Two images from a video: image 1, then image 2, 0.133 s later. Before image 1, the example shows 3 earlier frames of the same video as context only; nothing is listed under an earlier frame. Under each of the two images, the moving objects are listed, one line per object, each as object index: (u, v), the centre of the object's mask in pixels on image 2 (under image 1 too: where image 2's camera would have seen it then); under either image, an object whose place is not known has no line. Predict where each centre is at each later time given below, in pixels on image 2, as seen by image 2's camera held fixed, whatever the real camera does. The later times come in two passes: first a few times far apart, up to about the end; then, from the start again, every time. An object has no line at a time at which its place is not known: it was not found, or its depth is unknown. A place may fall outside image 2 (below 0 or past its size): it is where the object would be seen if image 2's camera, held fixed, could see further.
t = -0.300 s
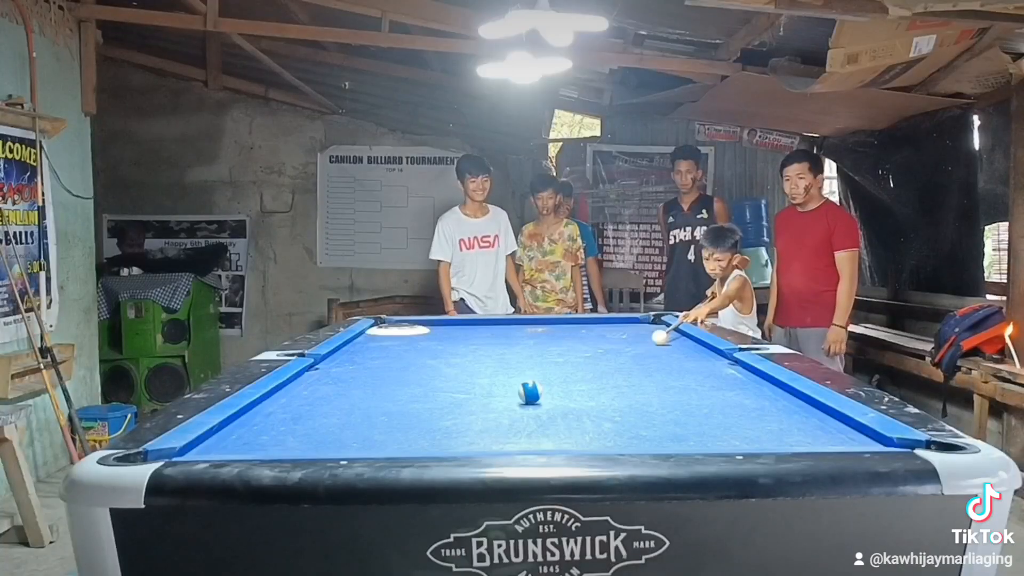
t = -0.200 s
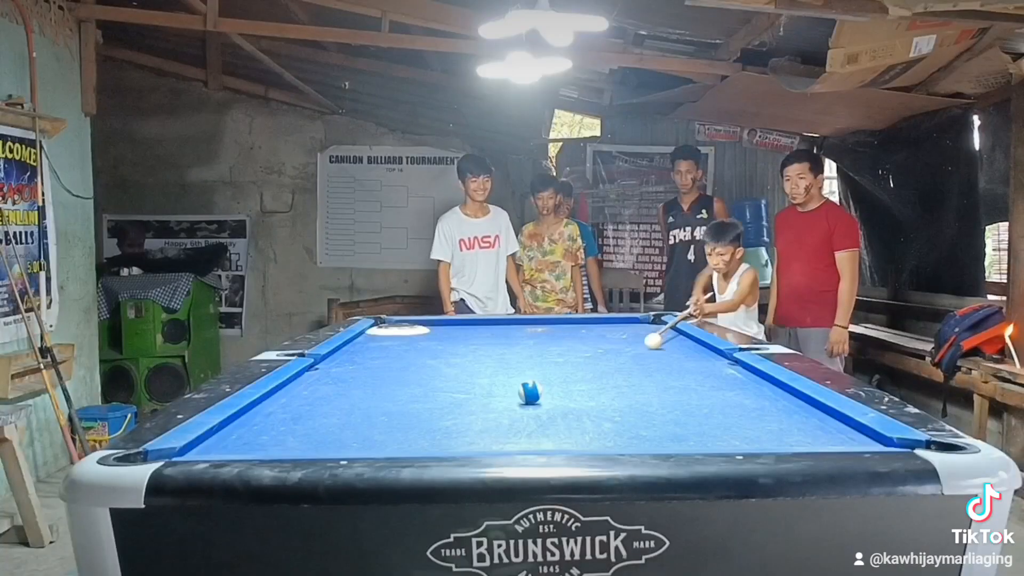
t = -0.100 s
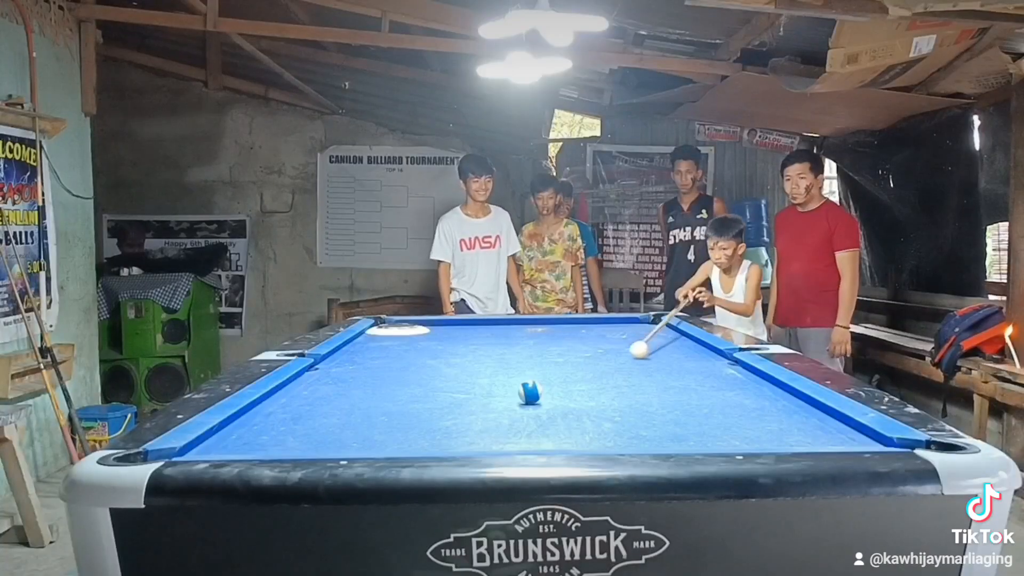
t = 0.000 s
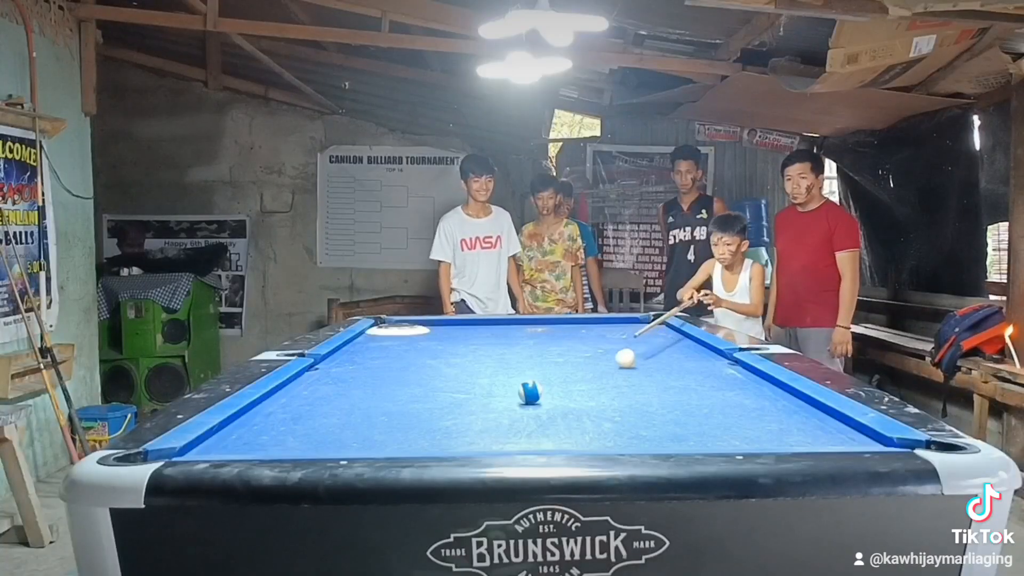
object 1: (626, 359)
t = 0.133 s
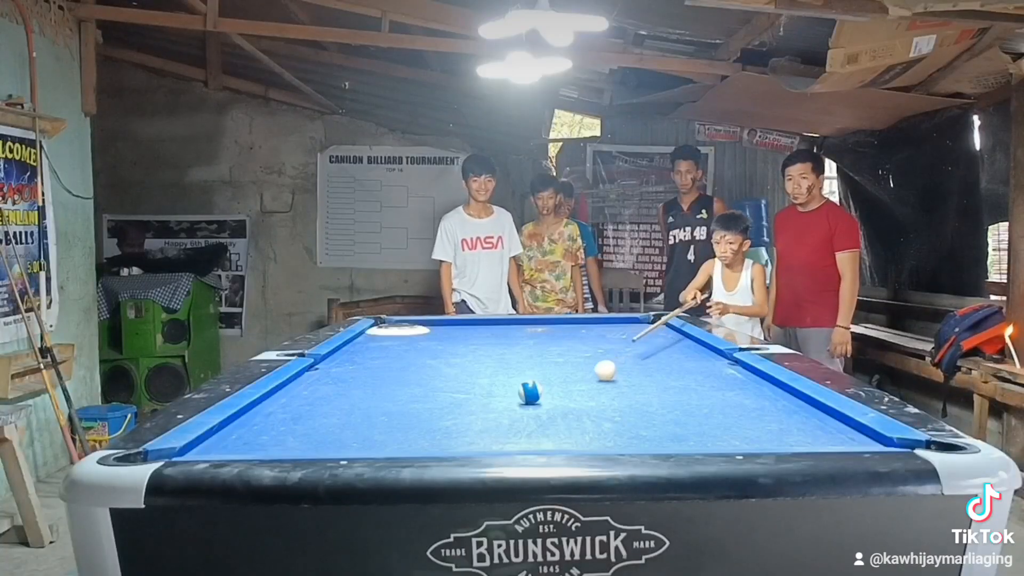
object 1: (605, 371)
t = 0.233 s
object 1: (588, 381)
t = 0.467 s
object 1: (535, 414)
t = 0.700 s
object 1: (457, 444)
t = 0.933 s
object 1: (389, 423)
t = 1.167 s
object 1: (338, 402)
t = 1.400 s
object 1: (298, 386)
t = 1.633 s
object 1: (334, 374)
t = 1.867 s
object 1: (375, 365)
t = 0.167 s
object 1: (600, 374)
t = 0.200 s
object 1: (594, 378)
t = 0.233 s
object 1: (588, 381)
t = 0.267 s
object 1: (582, 385)
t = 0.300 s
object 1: (575, 389)
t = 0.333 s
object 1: (567, 393)
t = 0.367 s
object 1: (560, 398)
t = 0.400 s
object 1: (552, 403)
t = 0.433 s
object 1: (544, 408)
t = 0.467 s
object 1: (535, 414)
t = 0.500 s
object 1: (525, 419)
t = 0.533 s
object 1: (516, 425)
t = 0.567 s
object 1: (506, 432)
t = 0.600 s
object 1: (494, 437)
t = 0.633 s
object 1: (482, 441)
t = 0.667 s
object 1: (470, 445)
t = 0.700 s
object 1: (457, 444)
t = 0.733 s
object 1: (446, 442)
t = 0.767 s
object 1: (435, 439)
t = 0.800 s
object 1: (425, 437)
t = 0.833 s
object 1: (415, 433)
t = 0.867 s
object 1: (406, 430)
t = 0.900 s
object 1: (398, 426)
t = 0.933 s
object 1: (389, 423)
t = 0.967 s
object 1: (381, 419)
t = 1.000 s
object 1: (373, 416)
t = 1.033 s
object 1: (366, 413)
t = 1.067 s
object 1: (359, 410)
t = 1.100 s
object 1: (352, 407)
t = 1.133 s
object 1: (345, 405)
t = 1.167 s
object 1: (338, 402)
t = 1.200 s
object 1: (332, 399)
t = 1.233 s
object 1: (326, 397)
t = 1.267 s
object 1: (320, 395)
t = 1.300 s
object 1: (314, 392)
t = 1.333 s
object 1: (309, 390)
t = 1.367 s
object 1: (304, 388)
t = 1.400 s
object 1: (298, 386)
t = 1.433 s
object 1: (294, 384)
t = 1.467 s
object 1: (300, 382)
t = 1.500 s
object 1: (307, 380)
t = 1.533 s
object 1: (314, 379)
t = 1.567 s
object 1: (321, 377)
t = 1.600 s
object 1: (327, 376)
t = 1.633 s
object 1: (334, 374)
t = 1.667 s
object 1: (340, 373)
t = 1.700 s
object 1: (346, 372)
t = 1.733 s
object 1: (352, 370)
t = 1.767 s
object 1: (358, 369)
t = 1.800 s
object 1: (364, 367)
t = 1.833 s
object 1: (369, 366)
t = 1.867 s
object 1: (375, 365)
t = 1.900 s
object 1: (380, 363)
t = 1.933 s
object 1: (385, 362)
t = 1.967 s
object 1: (390, 361)
